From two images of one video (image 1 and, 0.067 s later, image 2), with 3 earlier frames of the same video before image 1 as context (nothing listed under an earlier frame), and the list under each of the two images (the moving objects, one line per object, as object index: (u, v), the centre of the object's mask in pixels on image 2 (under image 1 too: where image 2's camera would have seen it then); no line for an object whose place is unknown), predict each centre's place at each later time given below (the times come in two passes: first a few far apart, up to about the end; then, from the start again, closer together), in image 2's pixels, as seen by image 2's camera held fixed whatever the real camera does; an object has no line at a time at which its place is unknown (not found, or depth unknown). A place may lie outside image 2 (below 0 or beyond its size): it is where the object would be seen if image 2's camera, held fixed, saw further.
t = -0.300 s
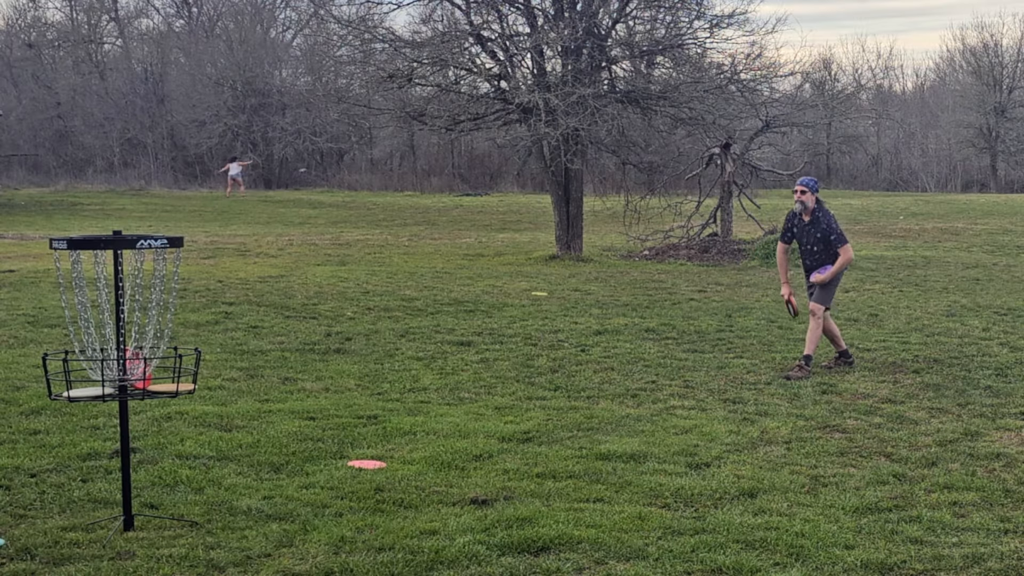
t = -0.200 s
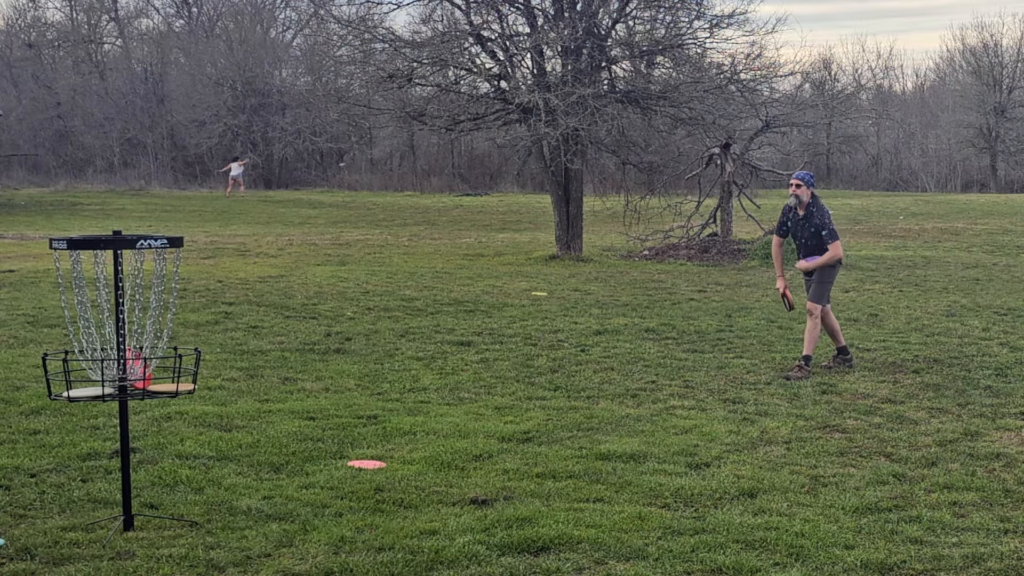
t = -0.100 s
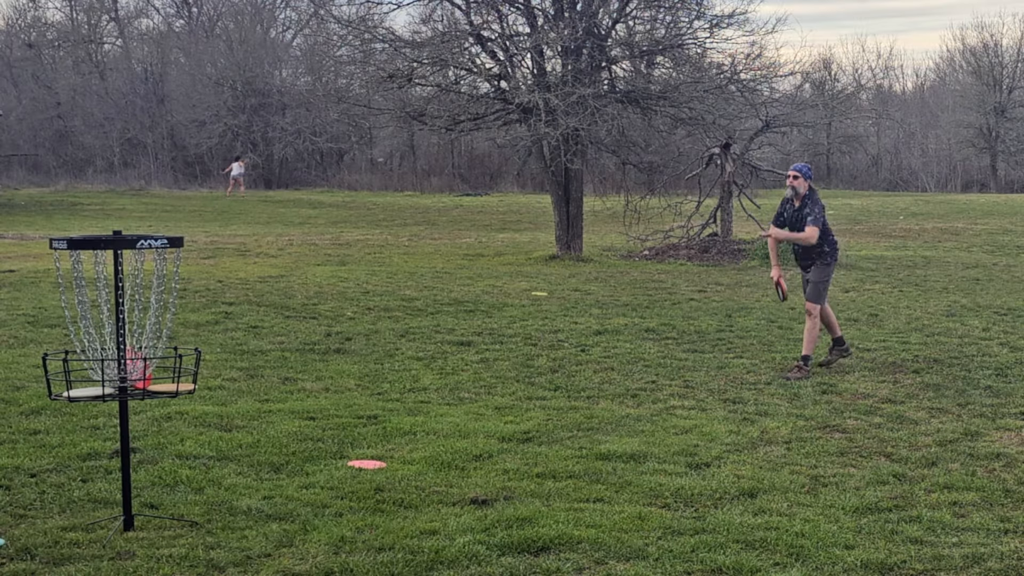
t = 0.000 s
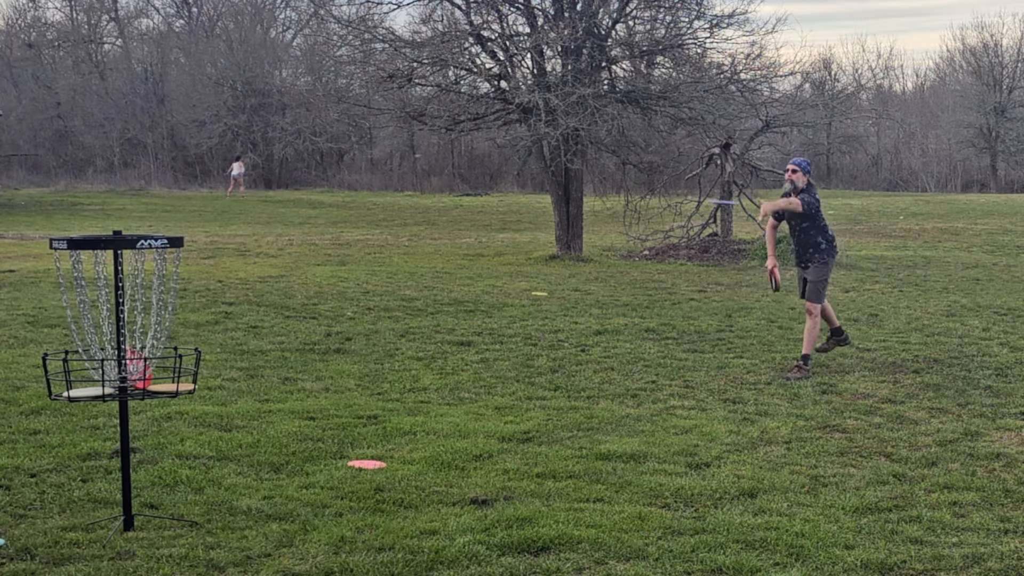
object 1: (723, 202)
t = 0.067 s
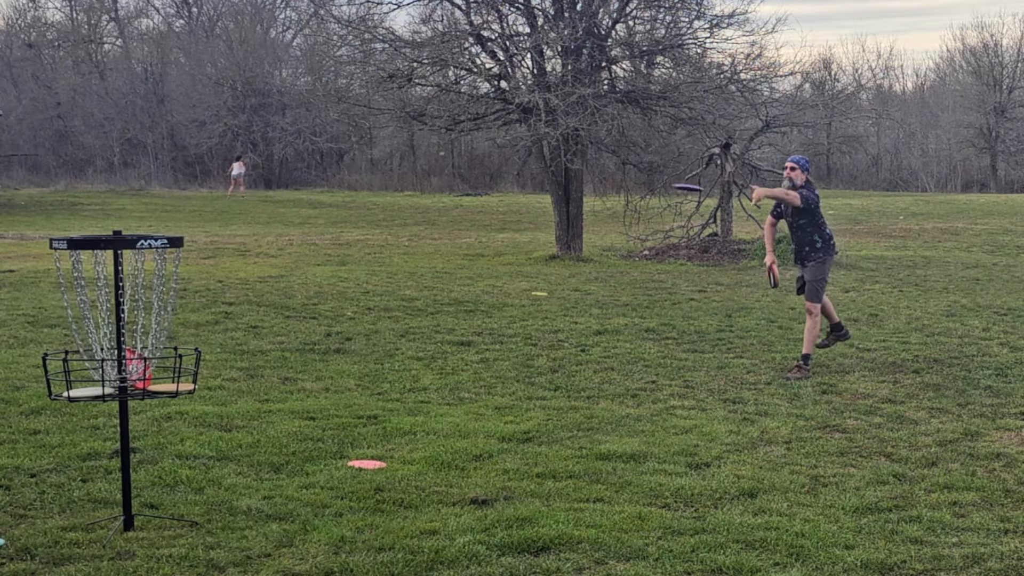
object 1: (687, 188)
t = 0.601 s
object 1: (287, 246)
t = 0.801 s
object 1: (124, 313)
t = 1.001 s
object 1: (95, 341)
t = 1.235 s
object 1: (107, 345)
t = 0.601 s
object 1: (287, 246)
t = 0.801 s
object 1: (124, 313)
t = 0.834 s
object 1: (109, 325)
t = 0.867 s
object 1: (102, 333)
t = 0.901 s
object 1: (100, 336)
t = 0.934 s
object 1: (98, 339)
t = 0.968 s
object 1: (95, 340)
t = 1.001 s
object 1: (95, 341)
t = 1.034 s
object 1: (97, 342)
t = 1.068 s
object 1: (100, 344)
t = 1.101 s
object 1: (101, 346)
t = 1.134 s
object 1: (101, 345)
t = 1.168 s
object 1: (103, 344)
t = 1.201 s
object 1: (105, 344)
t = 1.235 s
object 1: (107, 345)
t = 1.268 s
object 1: (110, 346)
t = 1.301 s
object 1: (113, 344)
